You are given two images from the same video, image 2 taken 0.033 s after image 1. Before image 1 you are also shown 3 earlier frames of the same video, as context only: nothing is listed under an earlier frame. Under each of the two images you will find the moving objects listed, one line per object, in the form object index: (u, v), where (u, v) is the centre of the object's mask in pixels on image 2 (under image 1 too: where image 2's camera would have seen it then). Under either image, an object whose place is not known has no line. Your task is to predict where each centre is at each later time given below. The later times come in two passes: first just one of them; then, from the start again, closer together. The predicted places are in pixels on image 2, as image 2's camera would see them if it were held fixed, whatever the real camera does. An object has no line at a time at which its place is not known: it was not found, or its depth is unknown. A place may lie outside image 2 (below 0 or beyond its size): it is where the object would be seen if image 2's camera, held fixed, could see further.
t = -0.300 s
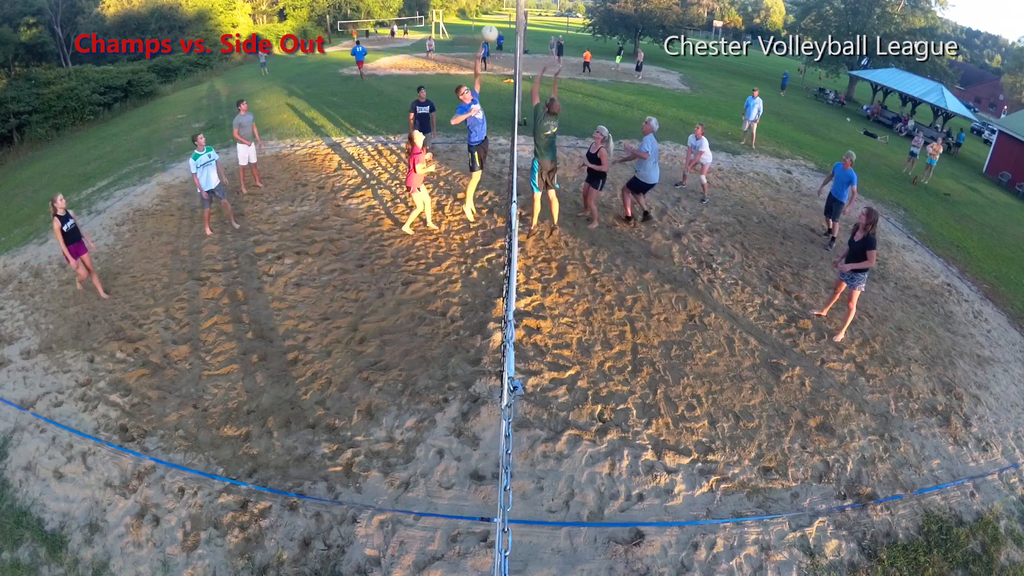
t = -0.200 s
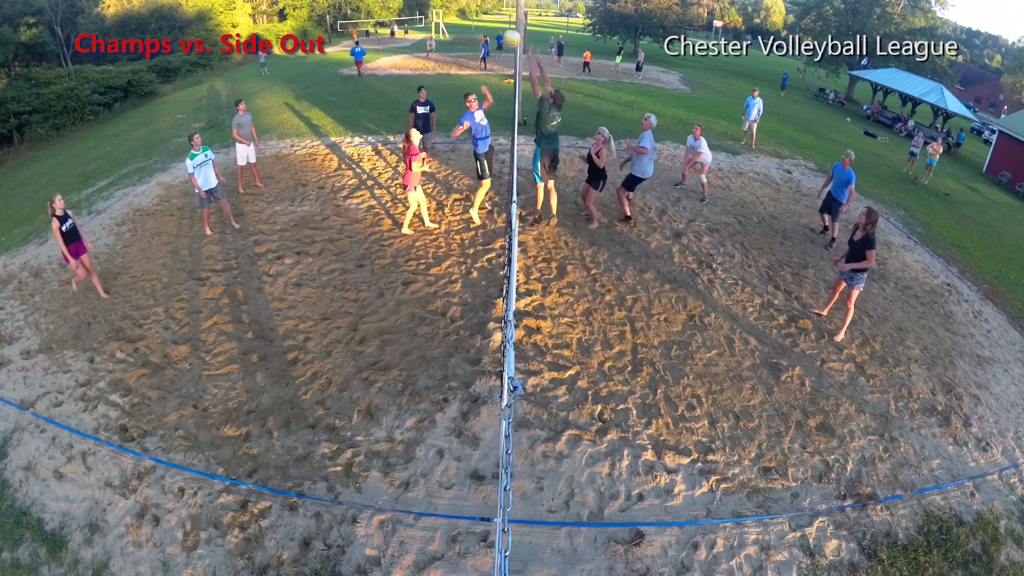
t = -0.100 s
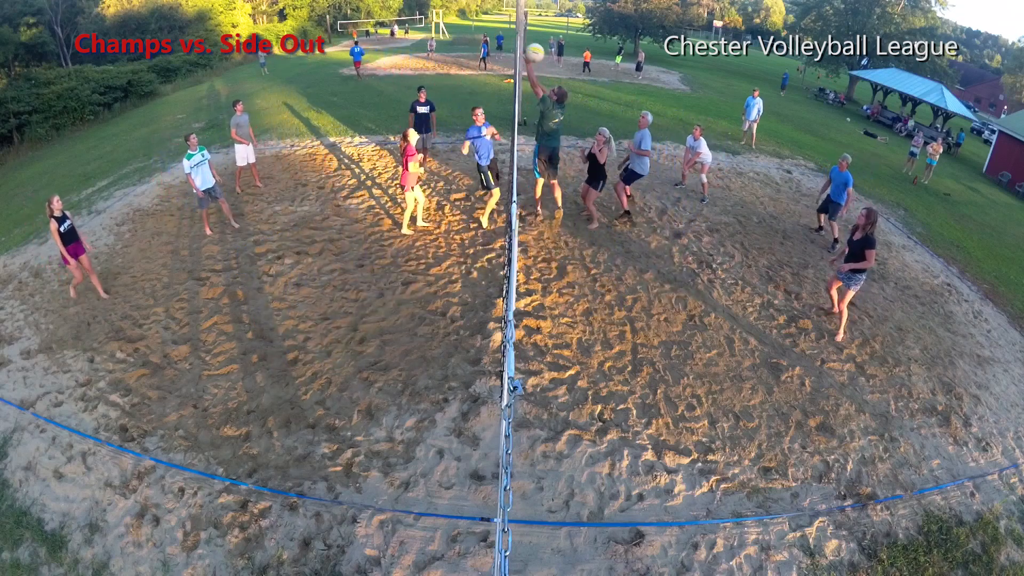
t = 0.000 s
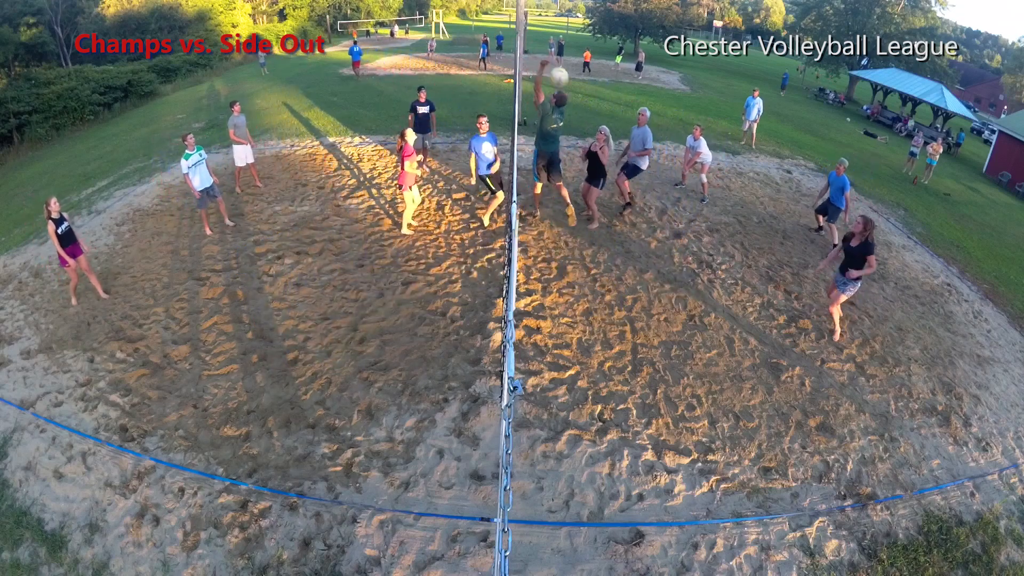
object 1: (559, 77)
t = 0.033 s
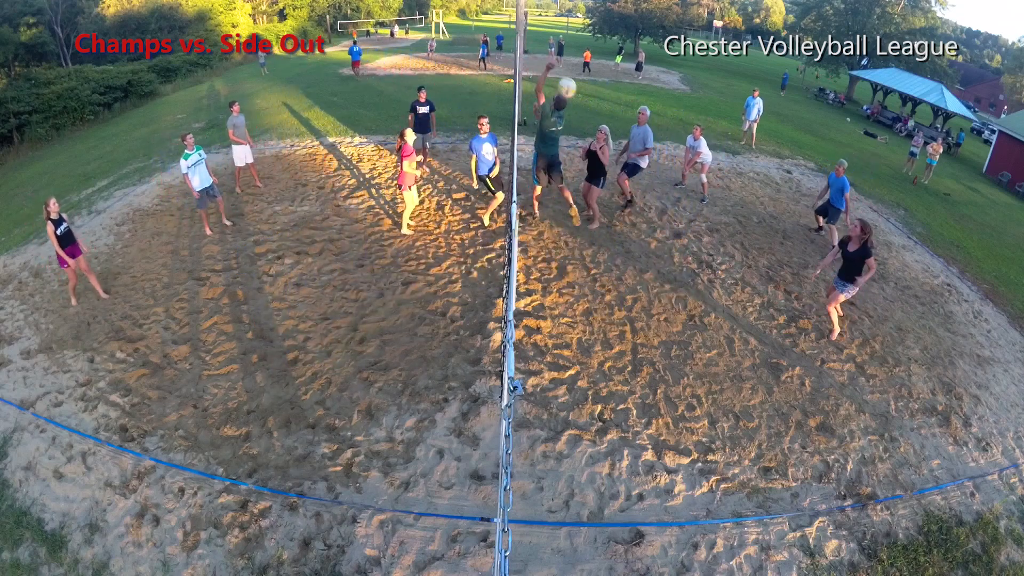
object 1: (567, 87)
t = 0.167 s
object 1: (598, 139)
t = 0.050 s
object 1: (571, 93)
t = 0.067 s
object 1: (575, 98)
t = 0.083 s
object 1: (579, 105)
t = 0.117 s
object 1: (587, 118)
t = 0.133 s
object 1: (590, 125)
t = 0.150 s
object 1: (594, 132)
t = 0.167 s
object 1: (598, 139)
